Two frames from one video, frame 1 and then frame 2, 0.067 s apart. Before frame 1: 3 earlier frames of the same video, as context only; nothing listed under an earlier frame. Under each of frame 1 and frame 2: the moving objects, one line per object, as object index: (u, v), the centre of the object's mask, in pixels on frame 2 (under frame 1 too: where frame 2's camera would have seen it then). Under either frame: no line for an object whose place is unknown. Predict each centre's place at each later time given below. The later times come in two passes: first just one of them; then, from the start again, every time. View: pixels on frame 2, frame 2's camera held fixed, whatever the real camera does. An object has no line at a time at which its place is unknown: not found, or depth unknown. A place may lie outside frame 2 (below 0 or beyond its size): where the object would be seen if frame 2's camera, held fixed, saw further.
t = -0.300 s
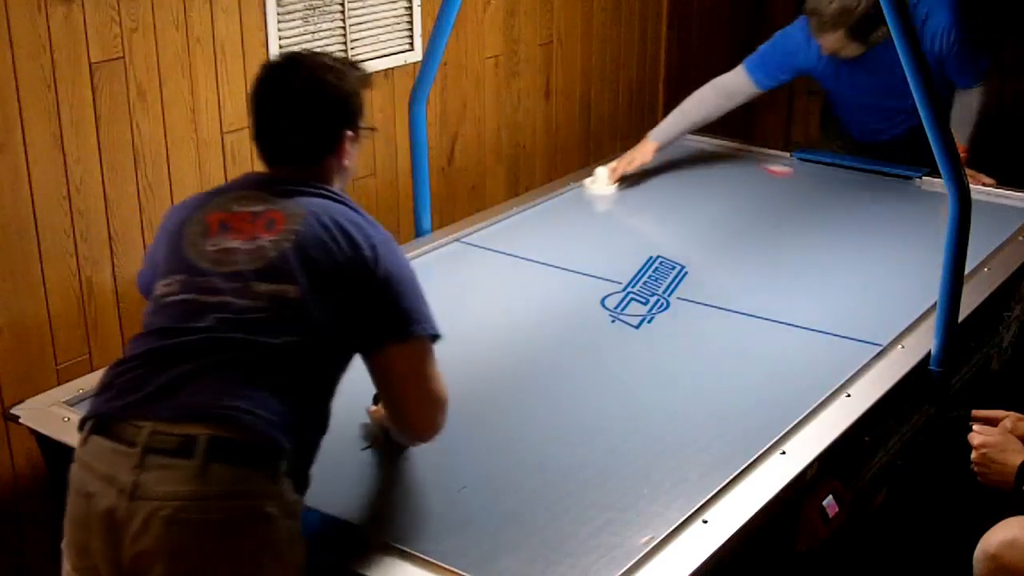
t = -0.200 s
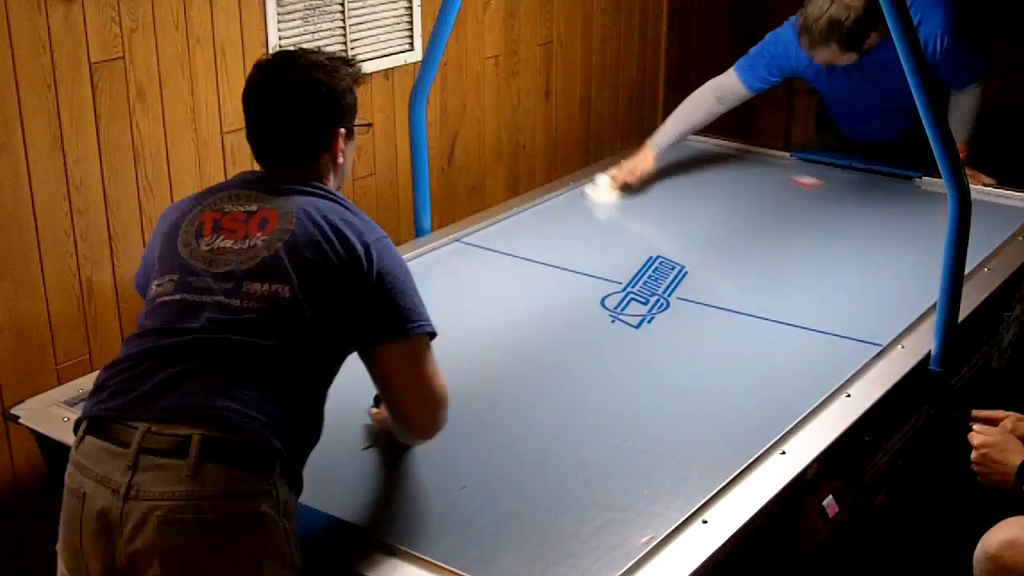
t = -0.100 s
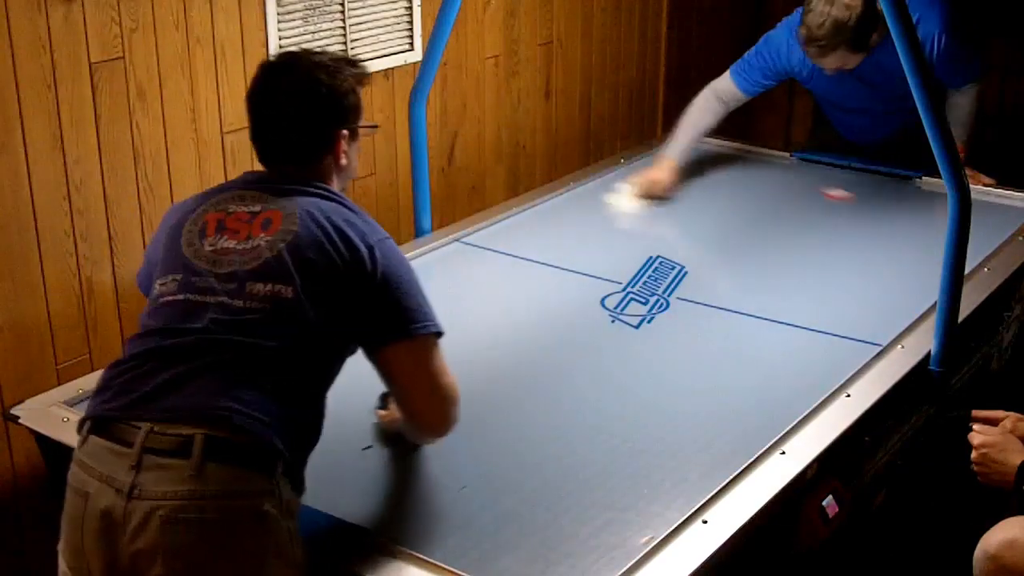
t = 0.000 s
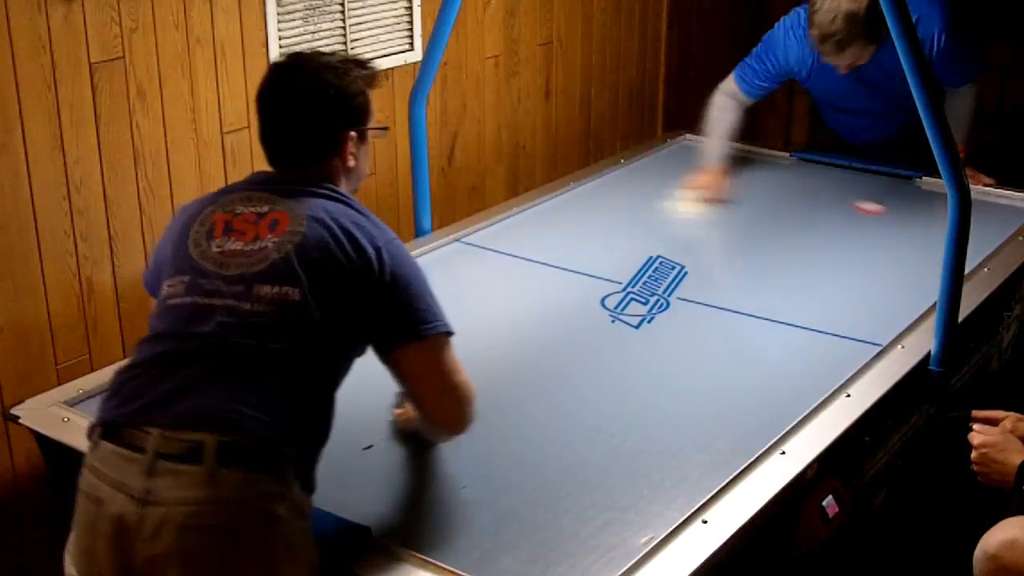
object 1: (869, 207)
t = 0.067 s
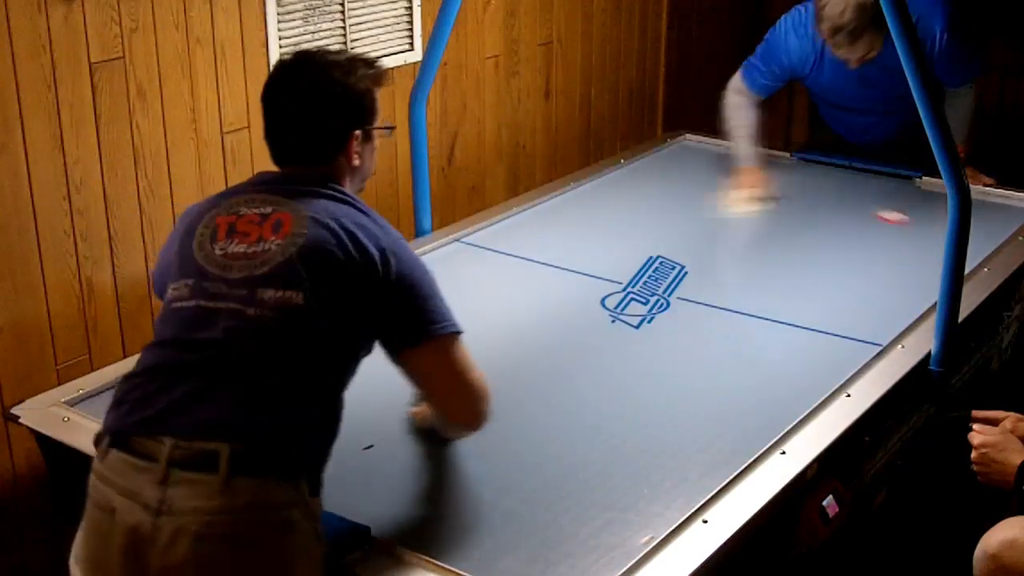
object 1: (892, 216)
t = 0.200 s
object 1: (934, 235)
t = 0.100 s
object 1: (903, 221)
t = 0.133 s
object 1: (914, 226)
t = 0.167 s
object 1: (926, 231)
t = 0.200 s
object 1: (934, 235)
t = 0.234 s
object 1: (940, 239)
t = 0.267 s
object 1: (975, 249)
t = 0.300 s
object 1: (976, 251)
